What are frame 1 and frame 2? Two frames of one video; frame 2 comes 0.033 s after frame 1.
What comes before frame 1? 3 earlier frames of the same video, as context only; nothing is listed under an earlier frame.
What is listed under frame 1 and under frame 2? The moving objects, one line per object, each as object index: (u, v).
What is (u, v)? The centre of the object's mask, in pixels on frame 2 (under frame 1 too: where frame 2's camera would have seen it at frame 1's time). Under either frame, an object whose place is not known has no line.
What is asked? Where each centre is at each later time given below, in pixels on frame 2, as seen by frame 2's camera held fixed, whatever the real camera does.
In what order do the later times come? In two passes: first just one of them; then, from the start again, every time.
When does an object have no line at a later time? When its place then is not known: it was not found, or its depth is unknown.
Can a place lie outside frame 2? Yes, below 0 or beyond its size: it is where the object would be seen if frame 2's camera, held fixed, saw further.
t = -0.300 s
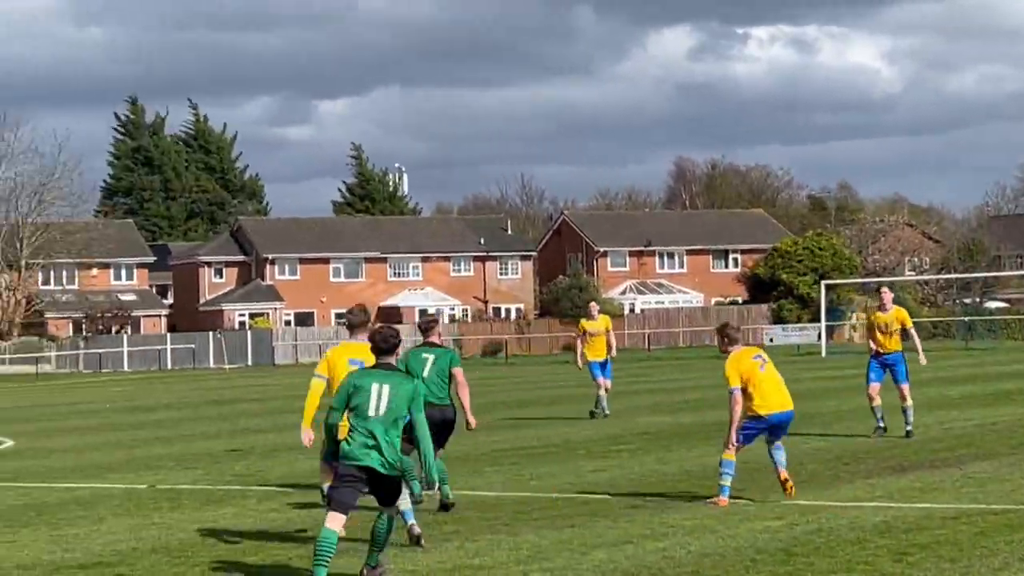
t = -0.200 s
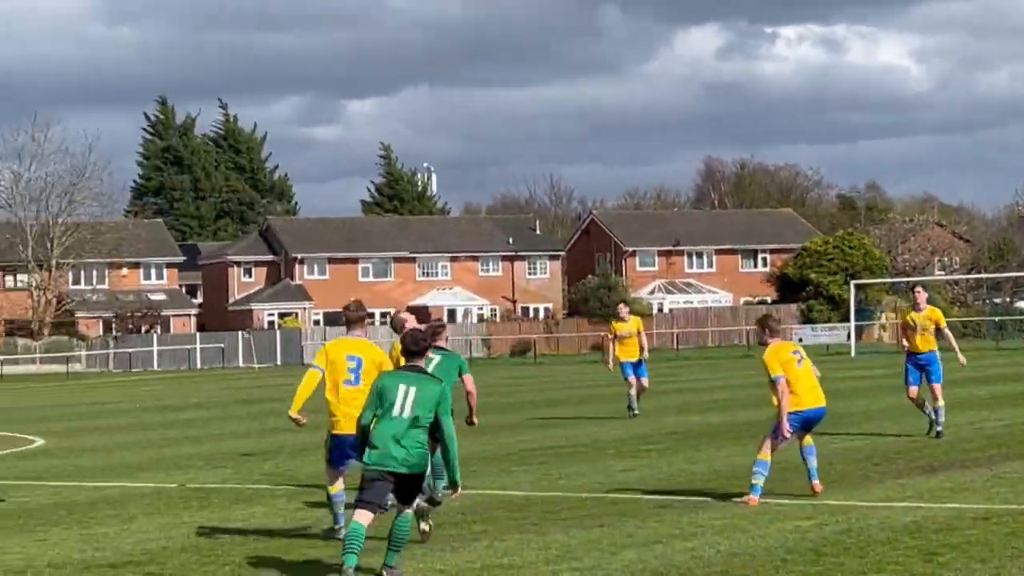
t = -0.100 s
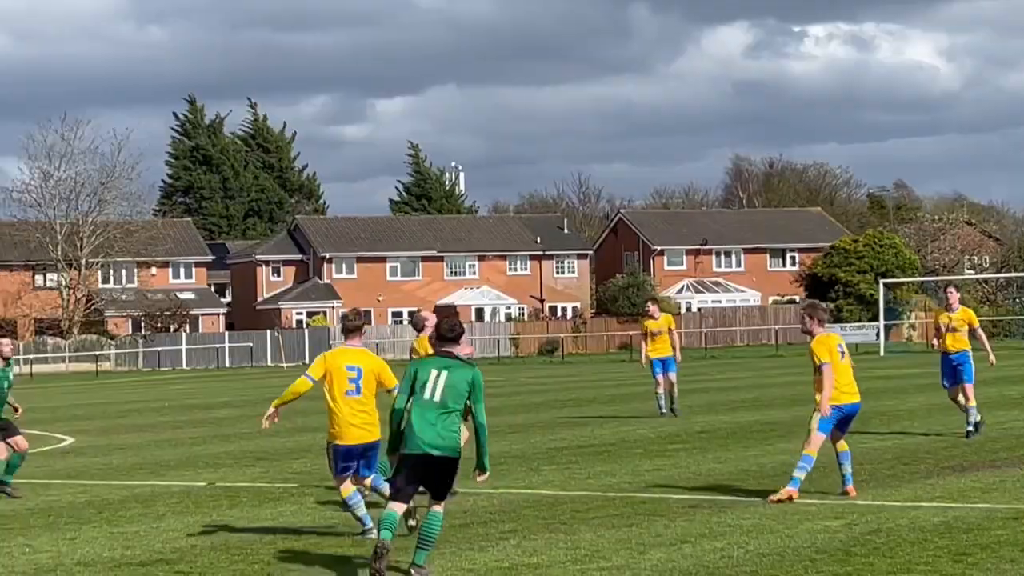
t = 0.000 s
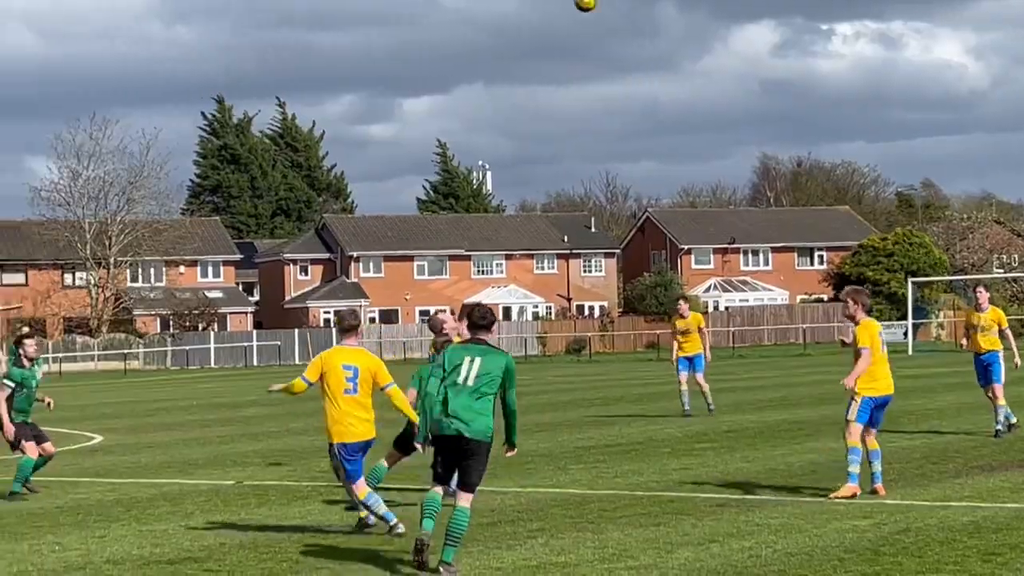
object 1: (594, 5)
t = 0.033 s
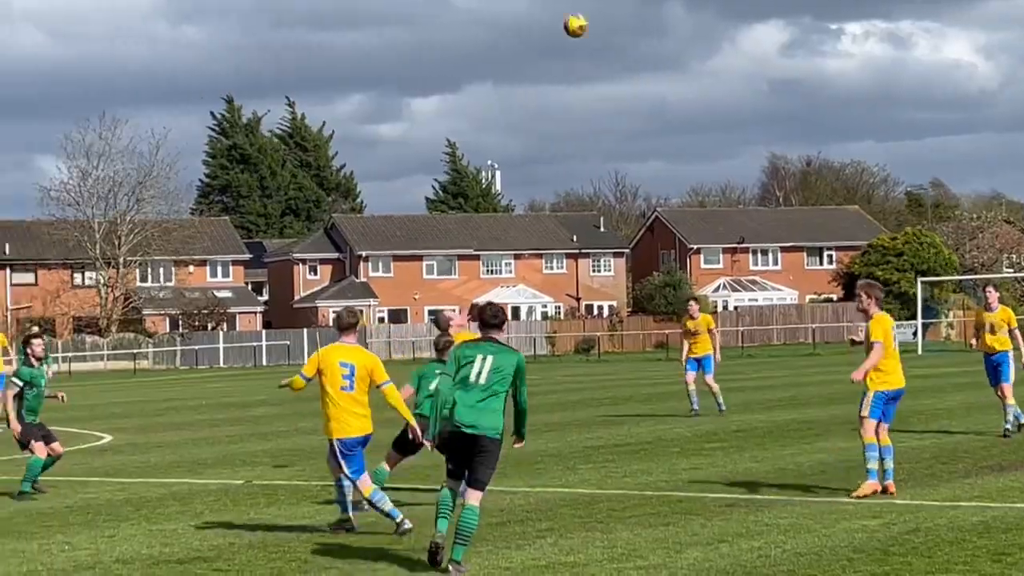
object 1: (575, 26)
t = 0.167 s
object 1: (496, 137)
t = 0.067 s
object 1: (556, 52)
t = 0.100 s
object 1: (536, 78)
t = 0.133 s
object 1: (516, 108)
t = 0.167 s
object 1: (496, 137)
